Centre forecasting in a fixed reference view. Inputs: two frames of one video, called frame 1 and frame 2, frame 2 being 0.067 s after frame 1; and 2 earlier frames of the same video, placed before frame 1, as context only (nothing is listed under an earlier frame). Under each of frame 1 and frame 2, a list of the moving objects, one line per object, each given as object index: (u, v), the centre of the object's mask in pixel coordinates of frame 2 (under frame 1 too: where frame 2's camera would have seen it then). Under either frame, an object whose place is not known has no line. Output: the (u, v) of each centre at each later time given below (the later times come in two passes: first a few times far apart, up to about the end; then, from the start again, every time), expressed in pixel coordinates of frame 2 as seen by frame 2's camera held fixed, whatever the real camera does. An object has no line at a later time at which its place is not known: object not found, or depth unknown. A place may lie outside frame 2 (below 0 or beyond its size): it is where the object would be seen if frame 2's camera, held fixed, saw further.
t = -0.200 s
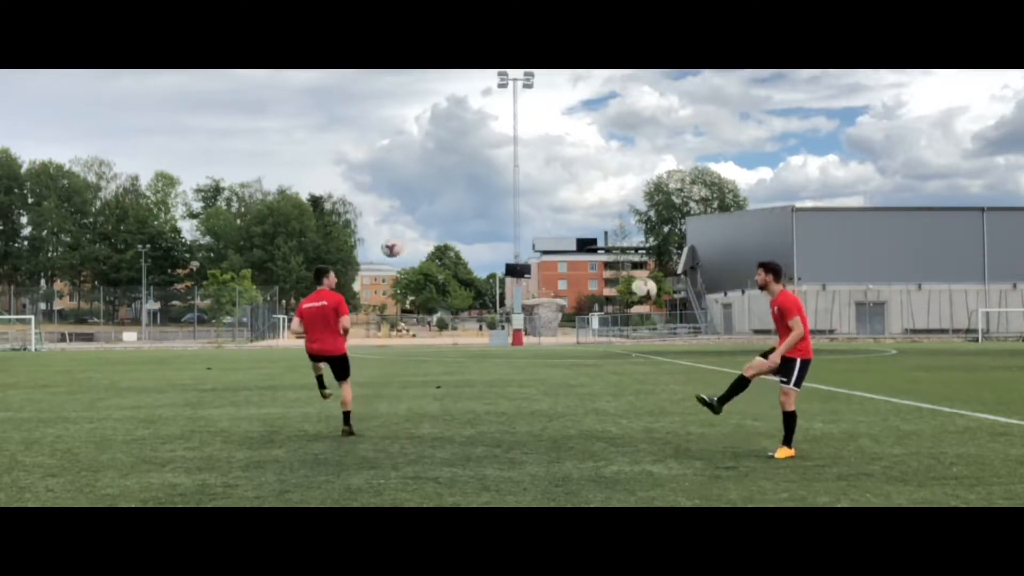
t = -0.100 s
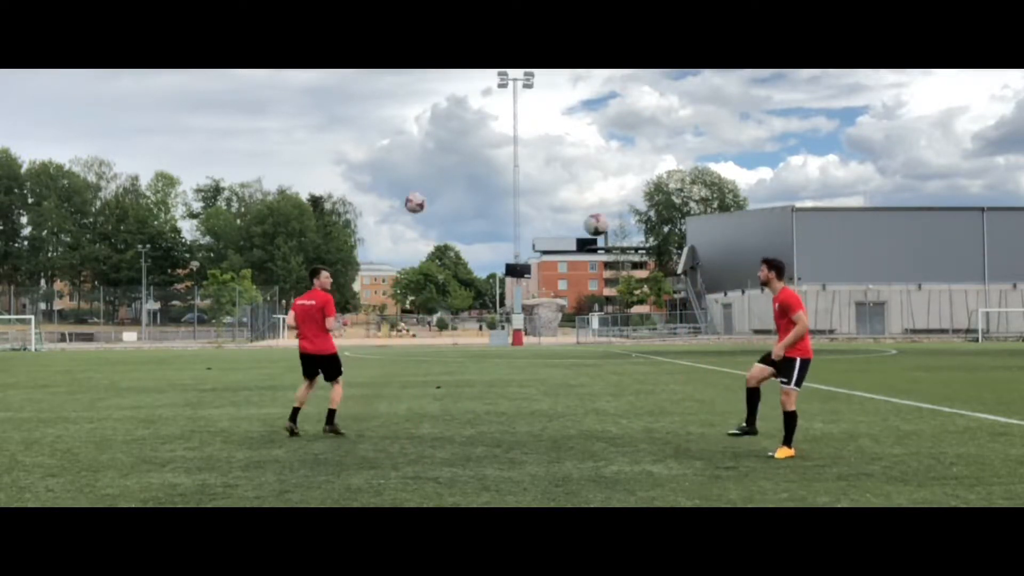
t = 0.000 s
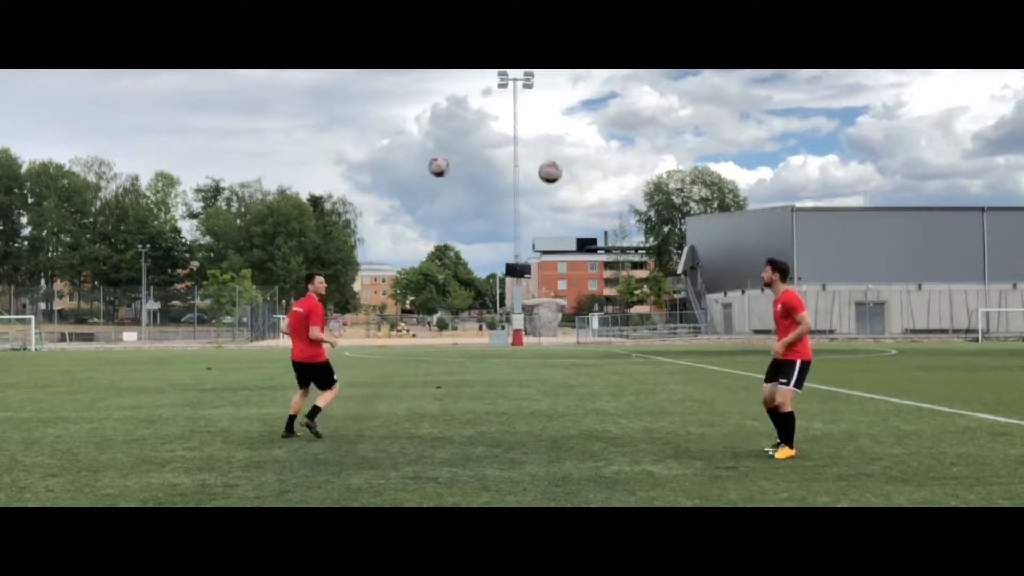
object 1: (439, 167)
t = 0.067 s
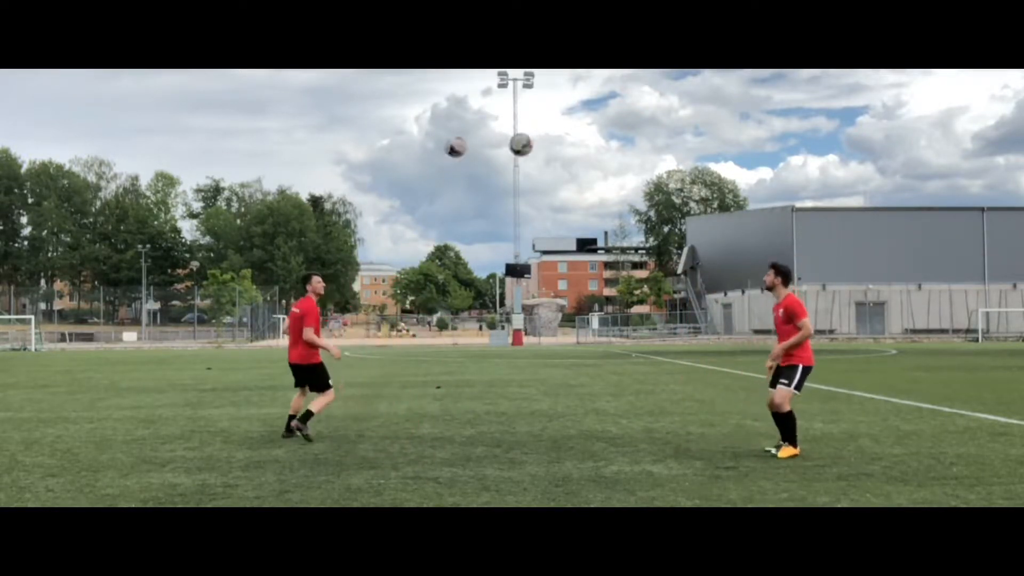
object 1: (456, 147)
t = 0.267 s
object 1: (479, 132)
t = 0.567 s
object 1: (480, 207)
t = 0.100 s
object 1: (464, 139)
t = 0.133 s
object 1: (472, 131)
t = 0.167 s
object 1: (478, 128)
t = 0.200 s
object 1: (478, 127)
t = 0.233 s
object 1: (479, 129)
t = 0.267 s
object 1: (479, 132)
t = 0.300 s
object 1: (479, 136)
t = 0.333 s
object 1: (479, 142)
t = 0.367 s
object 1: (479, 149)
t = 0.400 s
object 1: (479, 157)
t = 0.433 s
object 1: (479, 166)
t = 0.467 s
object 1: (480, 174)
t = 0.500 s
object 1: (480, 184)
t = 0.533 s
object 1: (481, 195)
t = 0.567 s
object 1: (480, 207)
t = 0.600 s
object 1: (481, 220)
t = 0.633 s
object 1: (481, 234)
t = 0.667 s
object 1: (481, 248)
